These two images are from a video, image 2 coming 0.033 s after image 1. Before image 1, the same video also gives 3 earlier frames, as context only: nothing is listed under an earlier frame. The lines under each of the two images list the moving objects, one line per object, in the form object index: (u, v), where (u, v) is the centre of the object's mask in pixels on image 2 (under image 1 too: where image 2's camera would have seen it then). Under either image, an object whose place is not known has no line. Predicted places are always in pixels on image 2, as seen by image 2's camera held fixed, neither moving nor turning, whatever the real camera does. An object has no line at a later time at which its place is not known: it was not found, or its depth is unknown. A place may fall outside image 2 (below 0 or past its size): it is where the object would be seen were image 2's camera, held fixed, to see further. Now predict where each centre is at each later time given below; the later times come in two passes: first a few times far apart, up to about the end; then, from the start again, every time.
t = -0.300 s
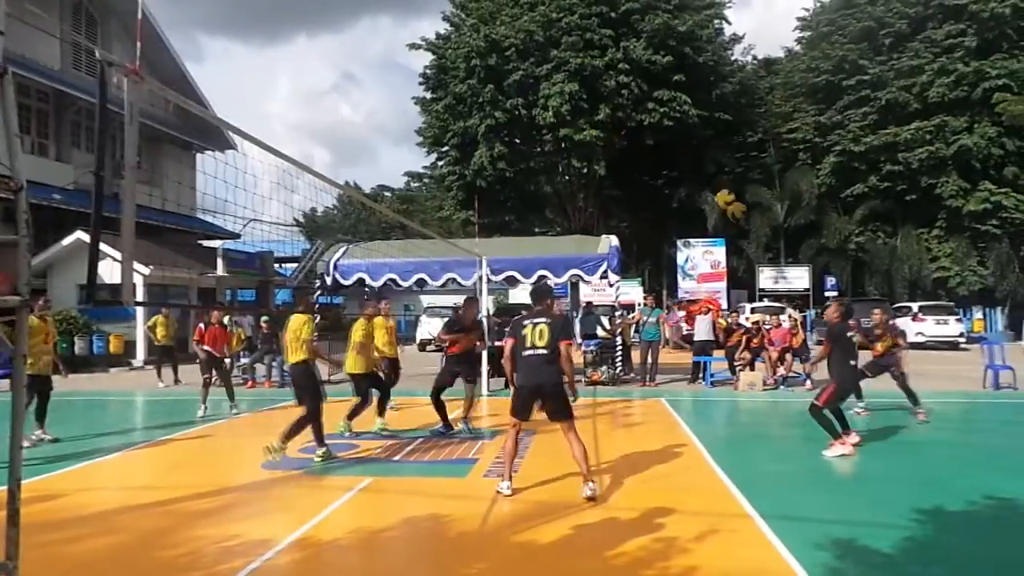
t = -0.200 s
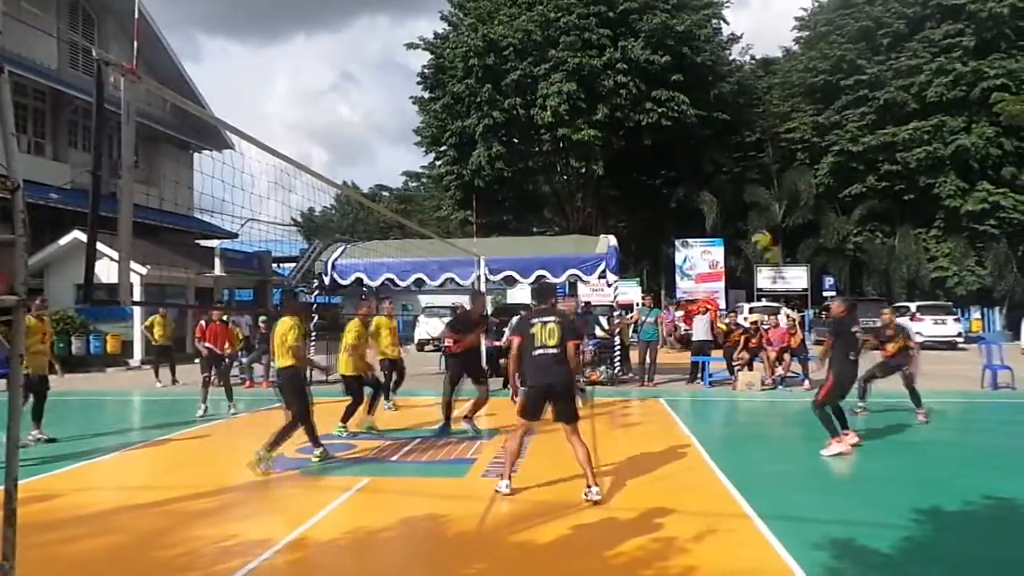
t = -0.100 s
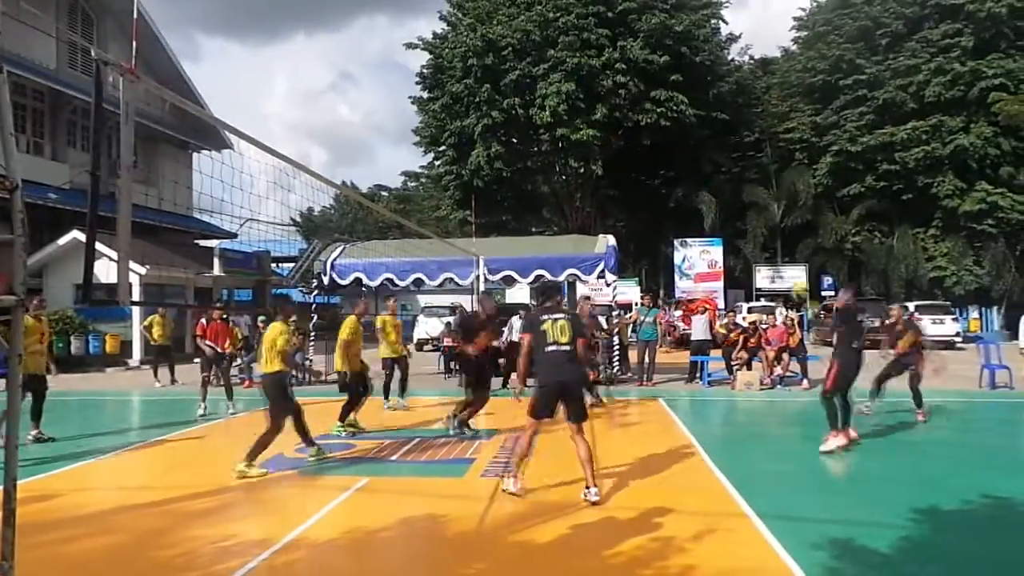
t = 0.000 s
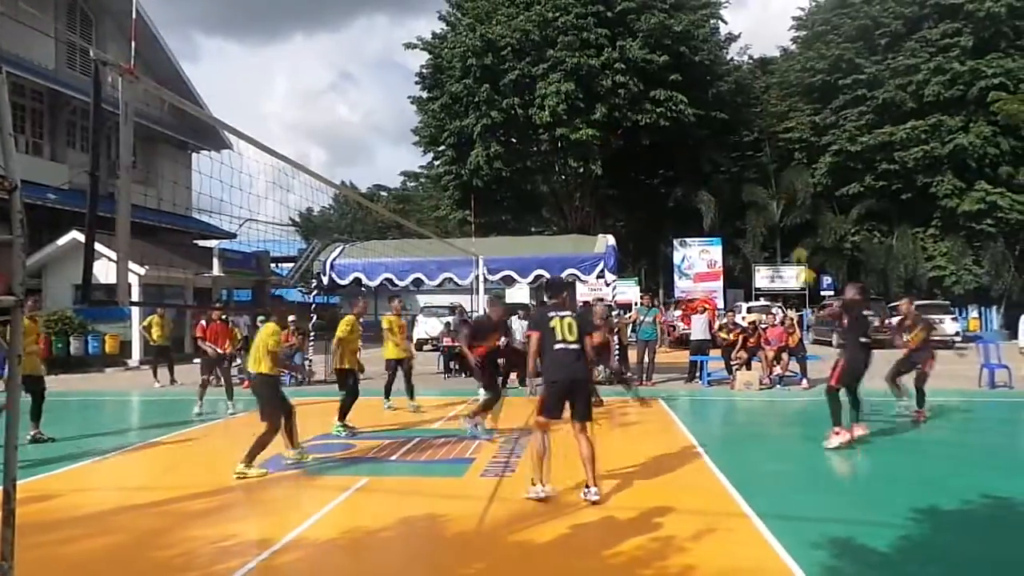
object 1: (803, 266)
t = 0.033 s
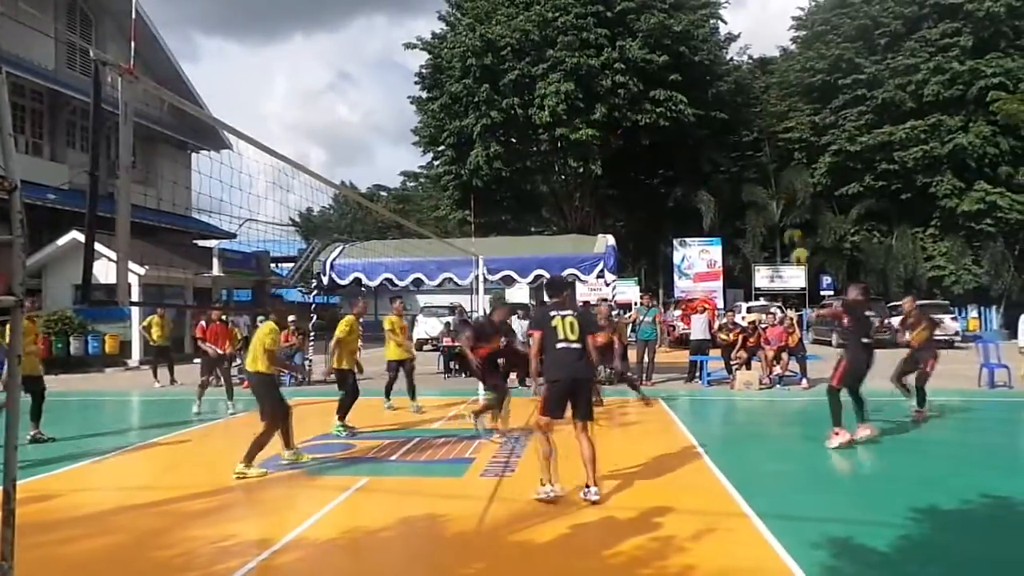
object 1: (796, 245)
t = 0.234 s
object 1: (761, 153)
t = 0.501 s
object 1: (727, 96)
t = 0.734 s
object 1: (698, 90)
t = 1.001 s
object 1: (672, 132)
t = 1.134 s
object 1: (658, 170)
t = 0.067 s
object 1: (790, 228)
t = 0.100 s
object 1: (784, 212)
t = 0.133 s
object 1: (778, 198)
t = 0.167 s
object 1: (774, 182)
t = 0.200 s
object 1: (768, 166)
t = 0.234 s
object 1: (761, 153)
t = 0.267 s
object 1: (758, 143)
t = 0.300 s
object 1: (752, 131)
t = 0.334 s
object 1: (747, 125)
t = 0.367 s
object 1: (742, 116)
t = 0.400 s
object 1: (734, 104)
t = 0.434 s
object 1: (733, 103)
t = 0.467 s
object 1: (729, 99)
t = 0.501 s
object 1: (727, 96)
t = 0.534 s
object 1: (720, 91)
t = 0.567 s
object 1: (716, 88)
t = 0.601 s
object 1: (714, 88)
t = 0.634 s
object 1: (709, 87)
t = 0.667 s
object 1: (705, 87)
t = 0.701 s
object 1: (702, 88)
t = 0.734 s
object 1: (698, 90)
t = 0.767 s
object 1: (694, 92)
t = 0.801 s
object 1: (691, 96)
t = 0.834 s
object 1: (688, 98)
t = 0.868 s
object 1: (684, 103)
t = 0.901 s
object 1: (681, 109)
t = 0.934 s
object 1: (677, 115)
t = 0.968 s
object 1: (674, 123)
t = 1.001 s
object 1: (672, 132)
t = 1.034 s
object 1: (668, 140)
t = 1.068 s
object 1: (664, 150)
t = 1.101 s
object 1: (661, 159)
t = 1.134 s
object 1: (658, 170)
